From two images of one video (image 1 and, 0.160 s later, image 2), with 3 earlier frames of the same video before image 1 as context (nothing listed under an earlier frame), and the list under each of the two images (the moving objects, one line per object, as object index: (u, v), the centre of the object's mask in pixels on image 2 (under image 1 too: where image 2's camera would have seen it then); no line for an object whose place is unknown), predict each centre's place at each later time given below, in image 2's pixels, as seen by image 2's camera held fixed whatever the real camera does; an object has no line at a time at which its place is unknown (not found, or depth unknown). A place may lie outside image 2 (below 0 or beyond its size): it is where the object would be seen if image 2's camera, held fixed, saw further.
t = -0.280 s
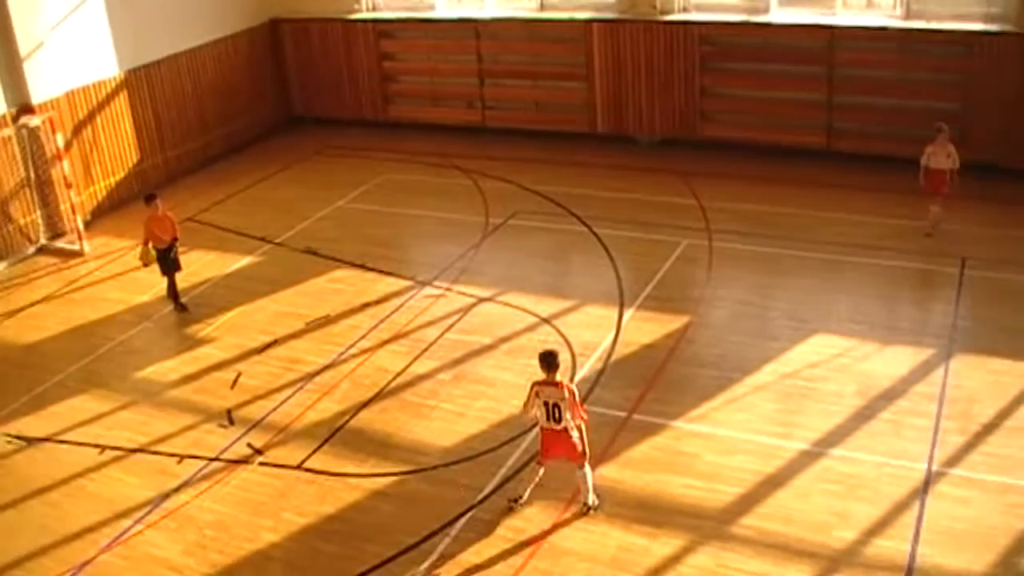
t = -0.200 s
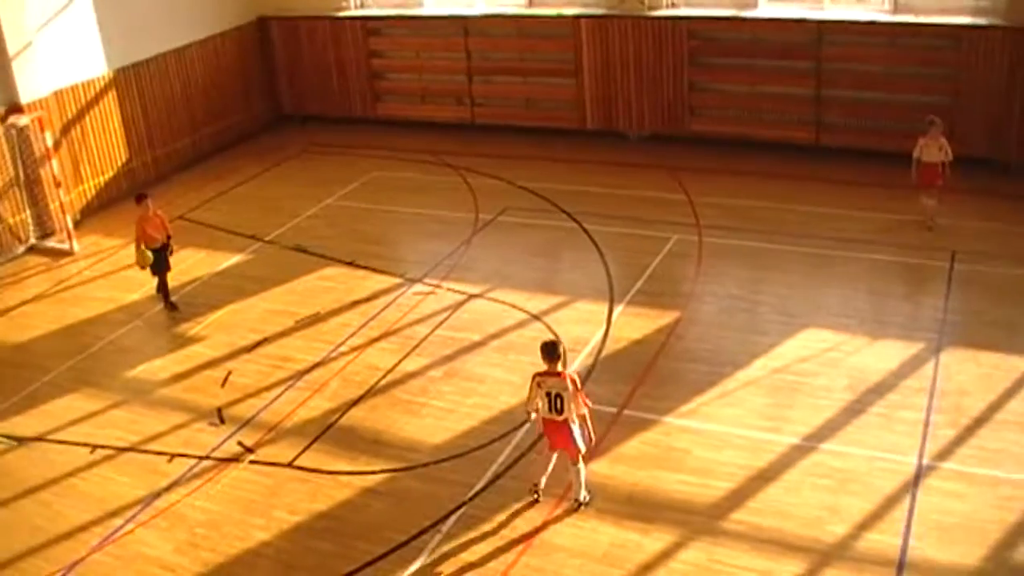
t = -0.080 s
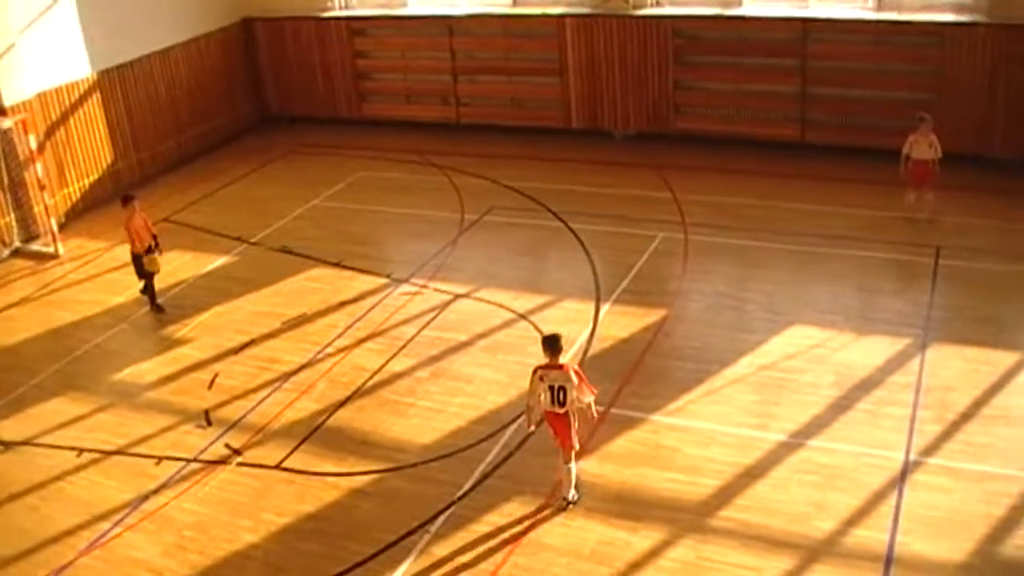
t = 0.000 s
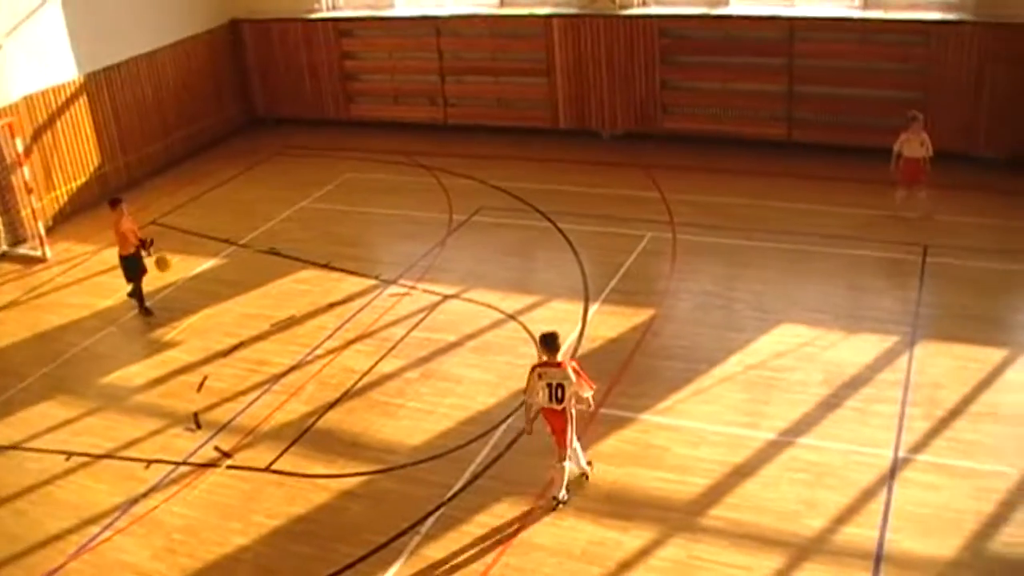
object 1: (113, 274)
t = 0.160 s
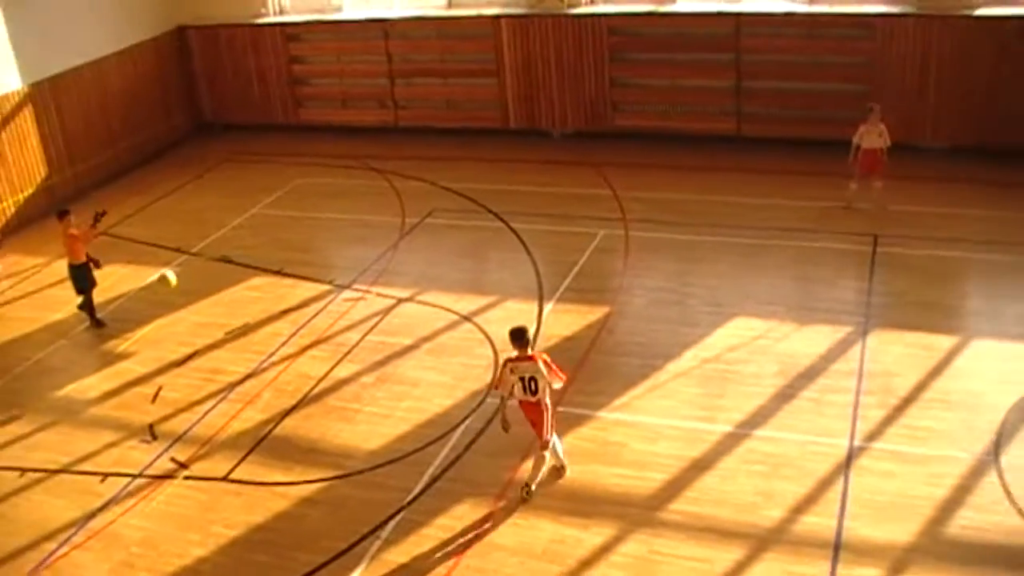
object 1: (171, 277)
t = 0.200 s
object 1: (184, 281)
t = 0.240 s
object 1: (197, 287)
